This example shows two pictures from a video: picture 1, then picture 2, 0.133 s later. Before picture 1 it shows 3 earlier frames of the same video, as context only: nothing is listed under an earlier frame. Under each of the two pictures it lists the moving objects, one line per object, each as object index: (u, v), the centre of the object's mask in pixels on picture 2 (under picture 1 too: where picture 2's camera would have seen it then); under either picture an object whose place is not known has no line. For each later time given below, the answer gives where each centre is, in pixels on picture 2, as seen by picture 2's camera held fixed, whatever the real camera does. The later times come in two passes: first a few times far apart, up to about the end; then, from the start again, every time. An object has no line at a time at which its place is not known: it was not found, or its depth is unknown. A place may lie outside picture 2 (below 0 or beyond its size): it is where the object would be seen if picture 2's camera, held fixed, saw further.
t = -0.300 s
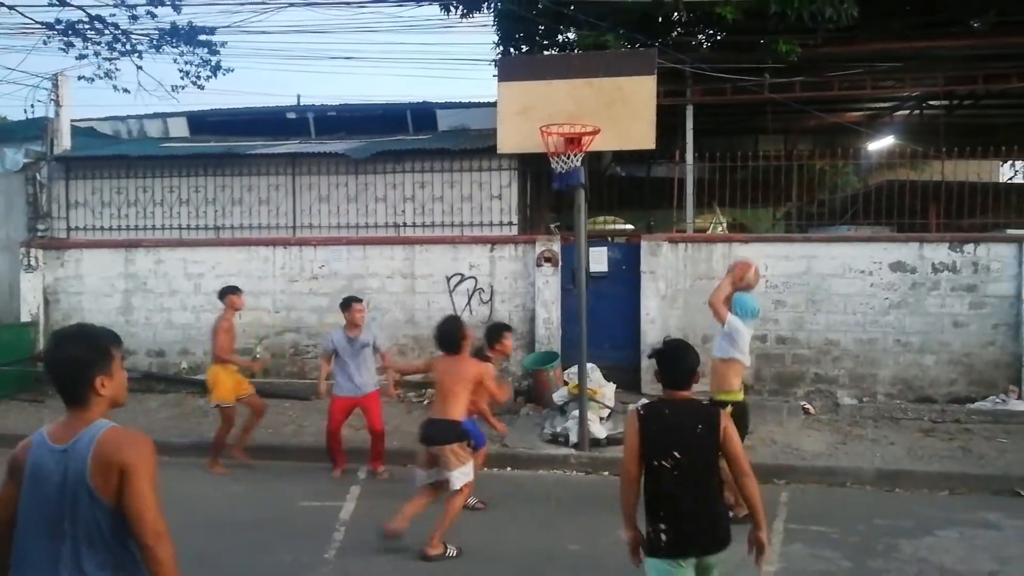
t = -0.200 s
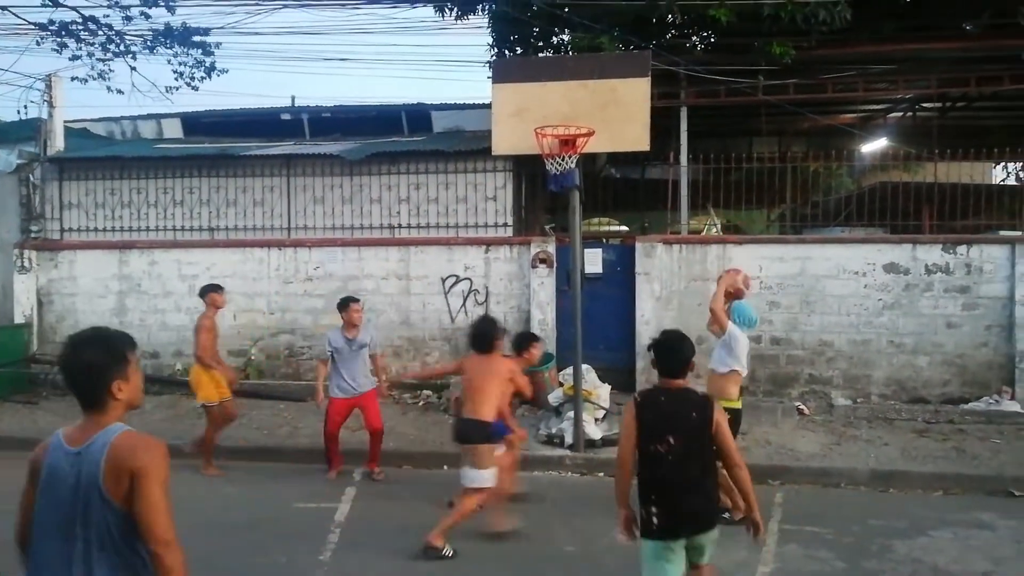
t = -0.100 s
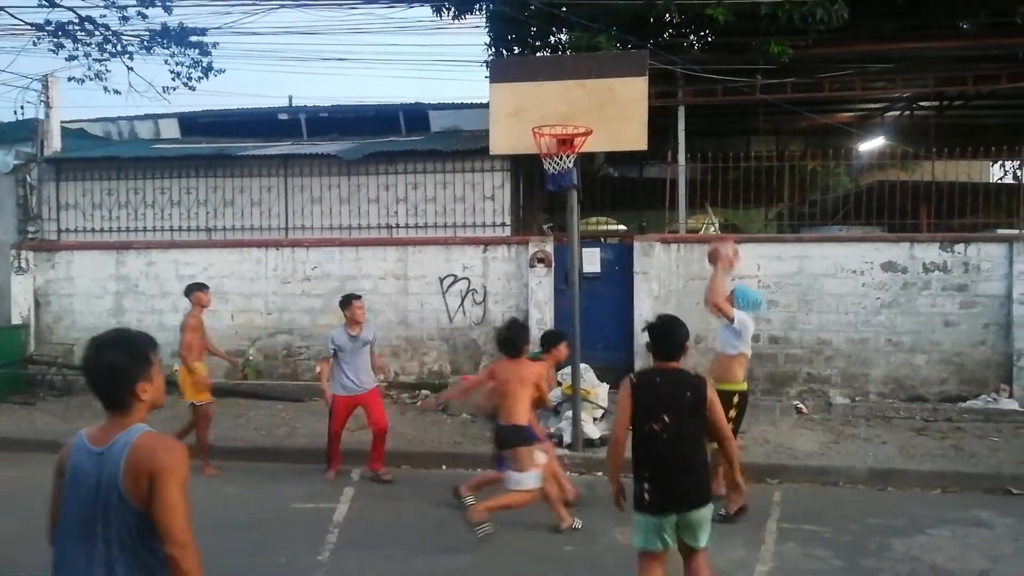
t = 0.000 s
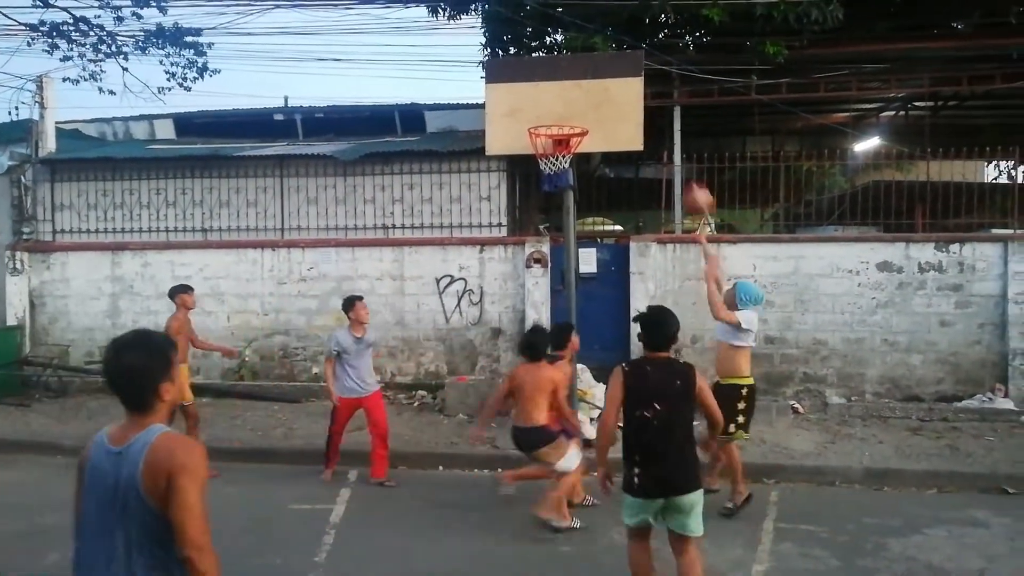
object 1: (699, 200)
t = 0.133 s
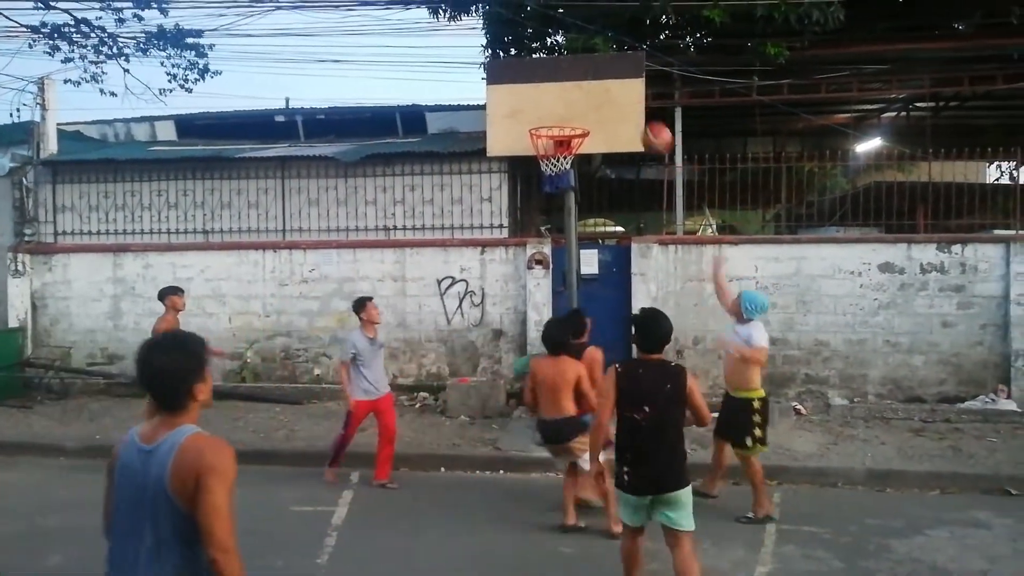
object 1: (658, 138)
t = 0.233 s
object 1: (627, 107)
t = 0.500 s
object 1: (564, 83)
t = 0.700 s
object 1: (529, 118)
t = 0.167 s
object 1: (648, 127)
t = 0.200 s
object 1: (638, 117)
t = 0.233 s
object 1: (627, 107)
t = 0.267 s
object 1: (617, 99)
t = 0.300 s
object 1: (608, 94)
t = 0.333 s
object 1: (599, 88)
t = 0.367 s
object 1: (591, 85)
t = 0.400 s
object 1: (582, 83)
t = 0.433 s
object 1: (576, 81)
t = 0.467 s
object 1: (569, 81)
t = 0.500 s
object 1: (564, 83)
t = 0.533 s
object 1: (558, 85)
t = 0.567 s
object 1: (552, 89)
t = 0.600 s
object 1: (546, 95)
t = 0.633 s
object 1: (539, 103)
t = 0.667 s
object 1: (533, 110)
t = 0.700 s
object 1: (529, 118)
